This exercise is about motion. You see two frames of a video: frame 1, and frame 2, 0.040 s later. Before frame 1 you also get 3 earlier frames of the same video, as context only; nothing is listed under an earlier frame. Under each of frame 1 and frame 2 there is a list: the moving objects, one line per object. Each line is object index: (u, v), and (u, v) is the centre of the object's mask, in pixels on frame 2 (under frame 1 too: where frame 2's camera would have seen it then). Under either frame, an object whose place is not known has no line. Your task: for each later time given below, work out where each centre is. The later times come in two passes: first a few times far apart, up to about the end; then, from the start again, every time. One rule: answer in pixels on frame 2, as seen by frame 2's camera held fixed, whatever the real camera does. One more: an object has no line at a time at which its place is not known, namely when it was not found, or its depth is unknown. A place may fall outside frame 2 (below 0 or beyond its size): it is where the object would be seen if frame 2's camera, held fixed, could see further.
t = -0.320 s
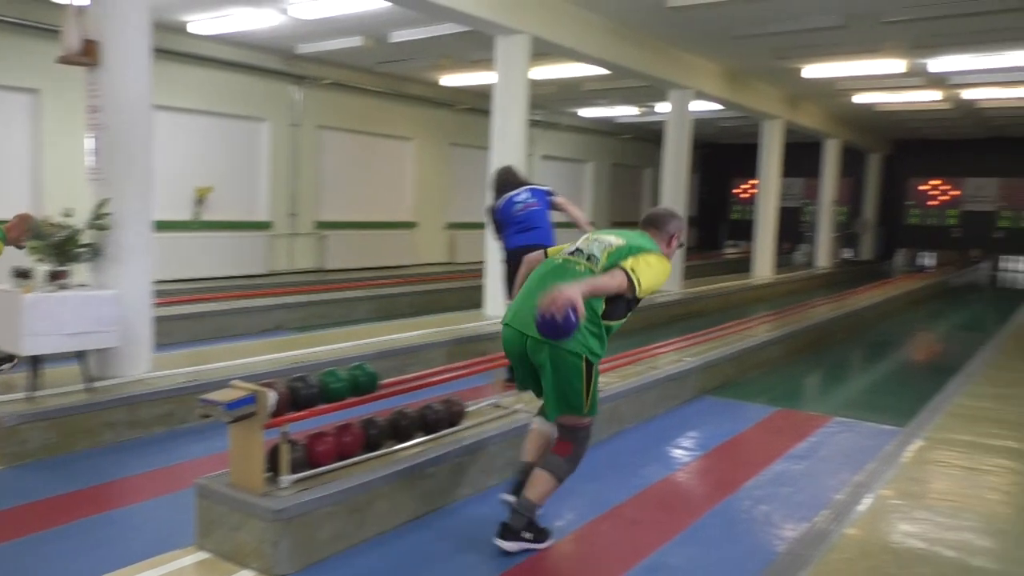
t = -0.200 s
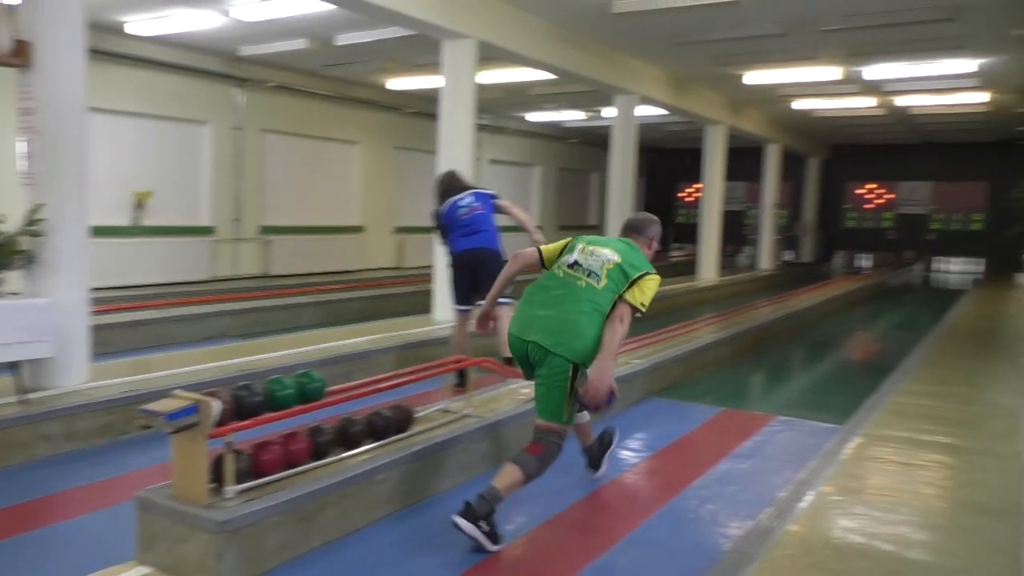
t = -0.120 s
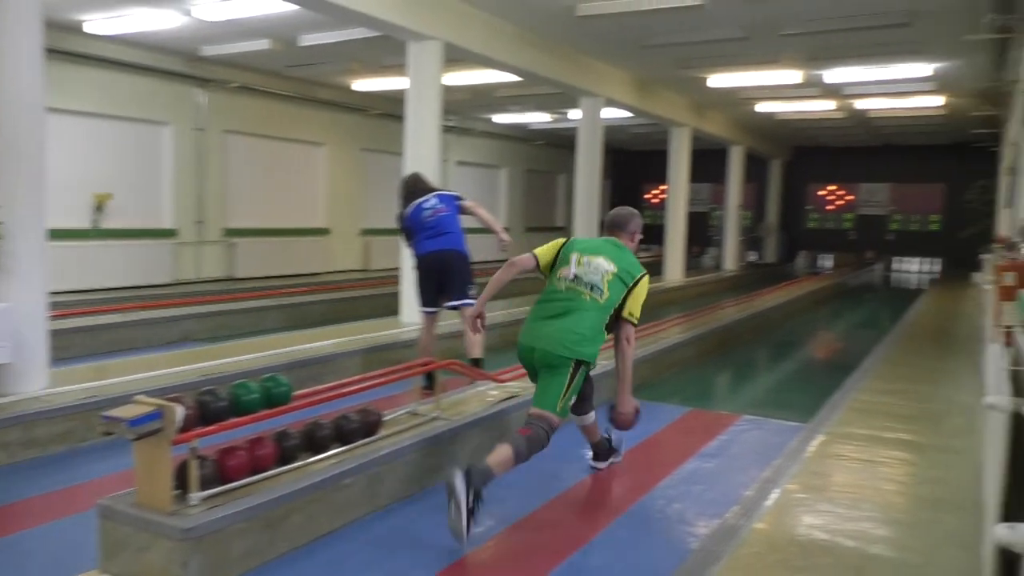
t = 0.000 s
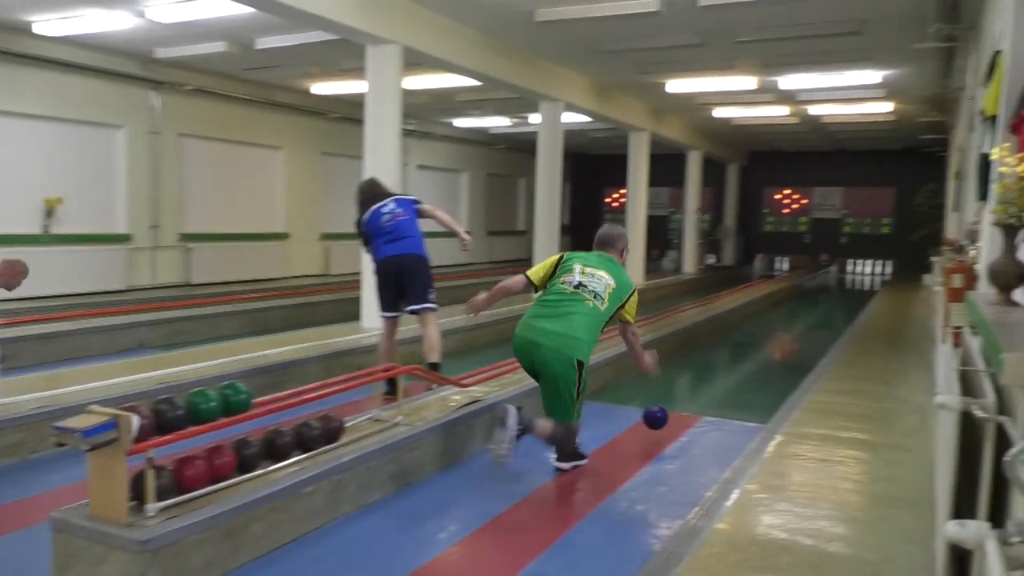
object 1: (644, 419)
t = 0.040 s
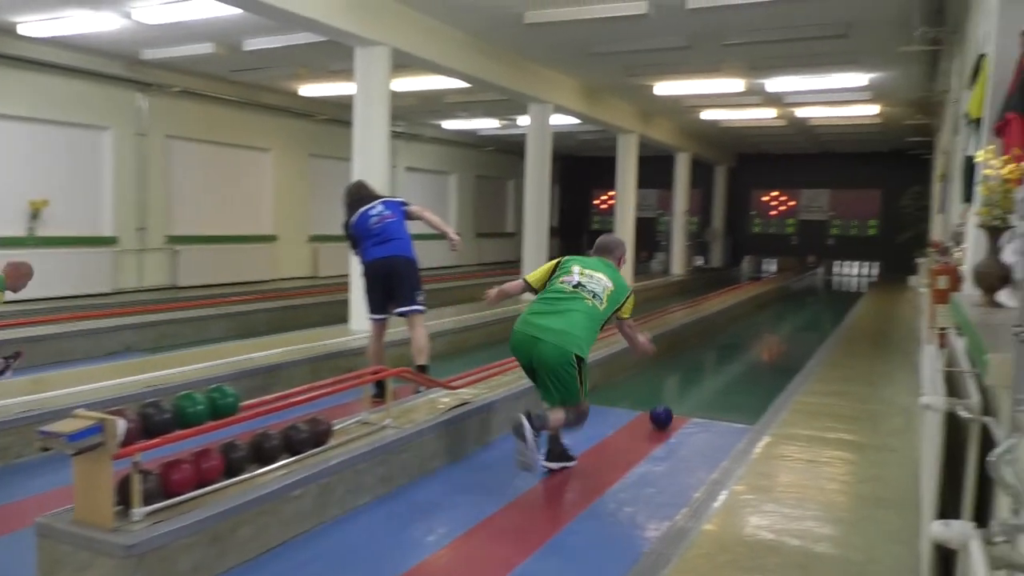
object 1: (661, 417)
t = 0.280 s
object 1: (732, 366)
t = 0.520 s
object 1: (772, 339)
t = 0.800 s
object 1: (800, 317)
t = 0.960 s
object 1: (813, 308)
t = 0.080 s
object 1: (676, 405)
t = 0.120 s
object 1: (690, 396)
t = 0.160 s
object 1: (702, 387)
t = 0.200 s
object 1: (713, 380)
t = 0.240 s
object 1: (723, 373)
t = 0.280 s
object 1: (732, 366)
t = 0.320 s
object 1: (740, 361)
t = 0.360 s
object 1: (748, 356)
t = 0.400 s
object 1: (755, 350)
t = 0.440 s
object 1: (761, 347)
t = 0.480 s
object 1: (767, 342)
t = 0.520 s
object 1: (772, 339)
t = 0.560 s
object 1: (777, 334)
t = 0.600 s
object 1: (782, 331)
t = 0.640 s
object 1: (786, 328)
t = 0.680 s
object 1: (790, 325)
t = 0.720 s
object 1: (794, 322)
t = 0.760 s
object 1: (798, 319)
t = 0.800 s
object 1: (800, 317)
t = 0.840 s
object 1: (804, 315)
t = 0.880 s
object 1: (807, 313)
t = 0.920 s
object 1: (810, 310)
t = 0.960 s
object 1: (813, 308)
